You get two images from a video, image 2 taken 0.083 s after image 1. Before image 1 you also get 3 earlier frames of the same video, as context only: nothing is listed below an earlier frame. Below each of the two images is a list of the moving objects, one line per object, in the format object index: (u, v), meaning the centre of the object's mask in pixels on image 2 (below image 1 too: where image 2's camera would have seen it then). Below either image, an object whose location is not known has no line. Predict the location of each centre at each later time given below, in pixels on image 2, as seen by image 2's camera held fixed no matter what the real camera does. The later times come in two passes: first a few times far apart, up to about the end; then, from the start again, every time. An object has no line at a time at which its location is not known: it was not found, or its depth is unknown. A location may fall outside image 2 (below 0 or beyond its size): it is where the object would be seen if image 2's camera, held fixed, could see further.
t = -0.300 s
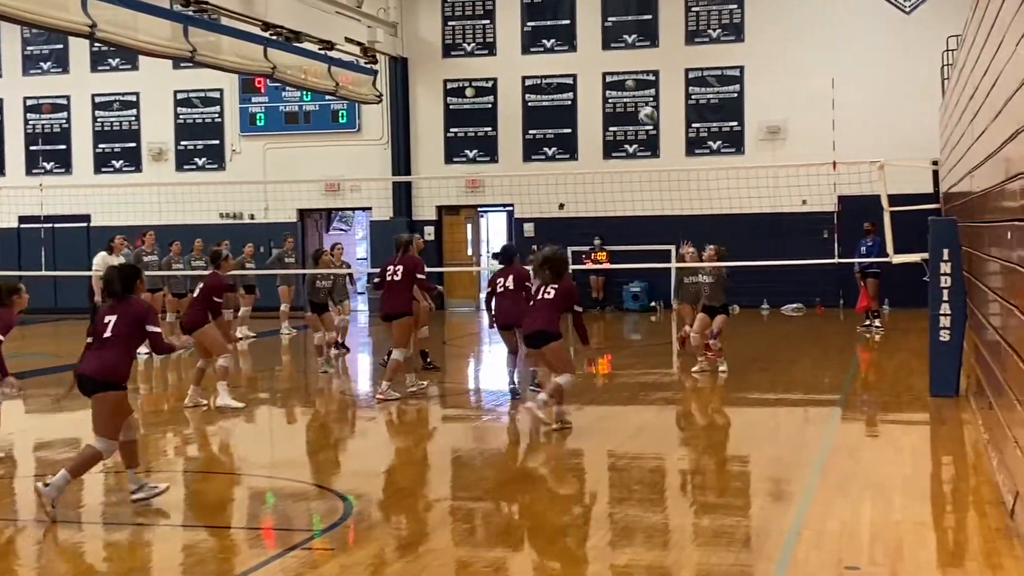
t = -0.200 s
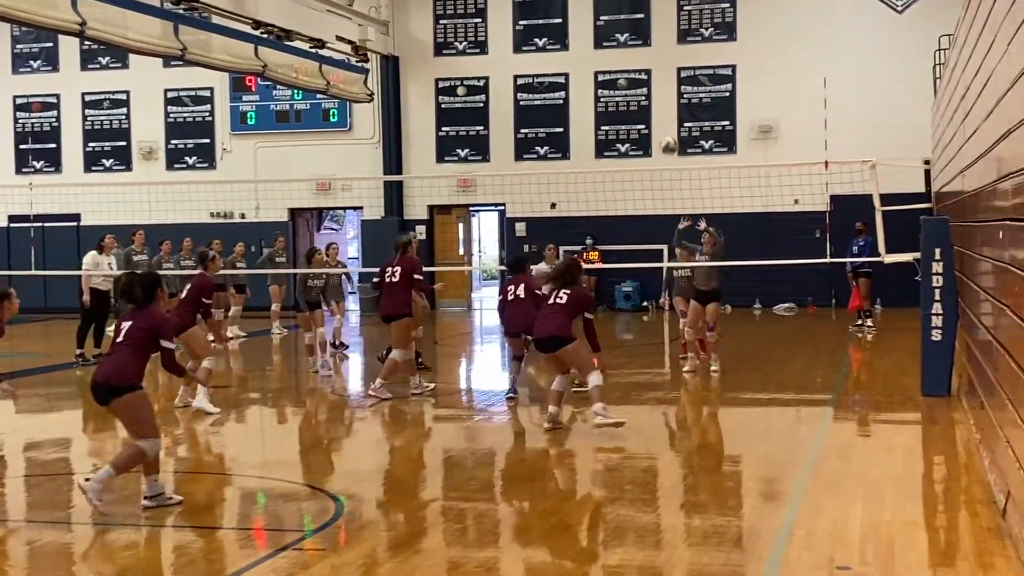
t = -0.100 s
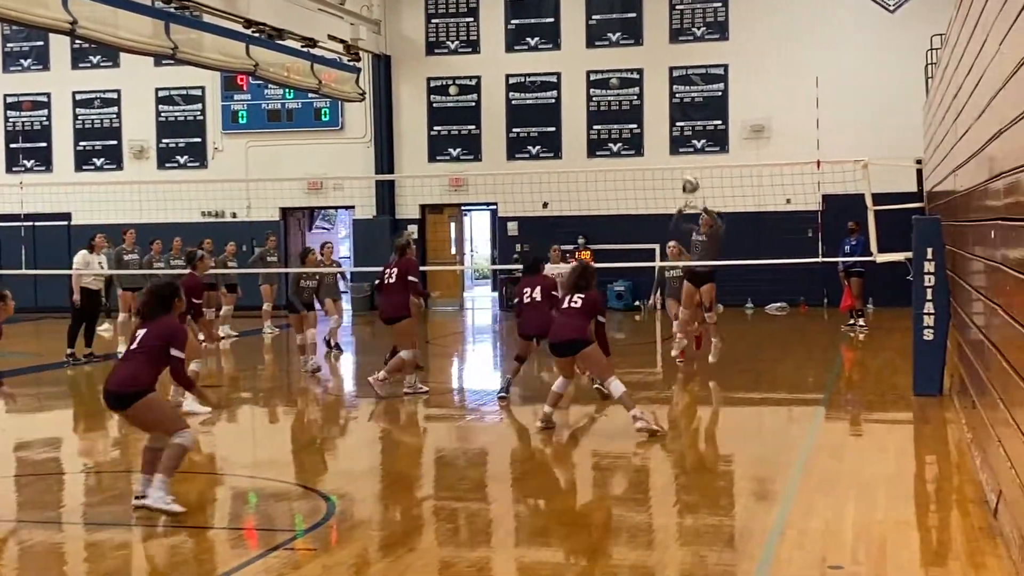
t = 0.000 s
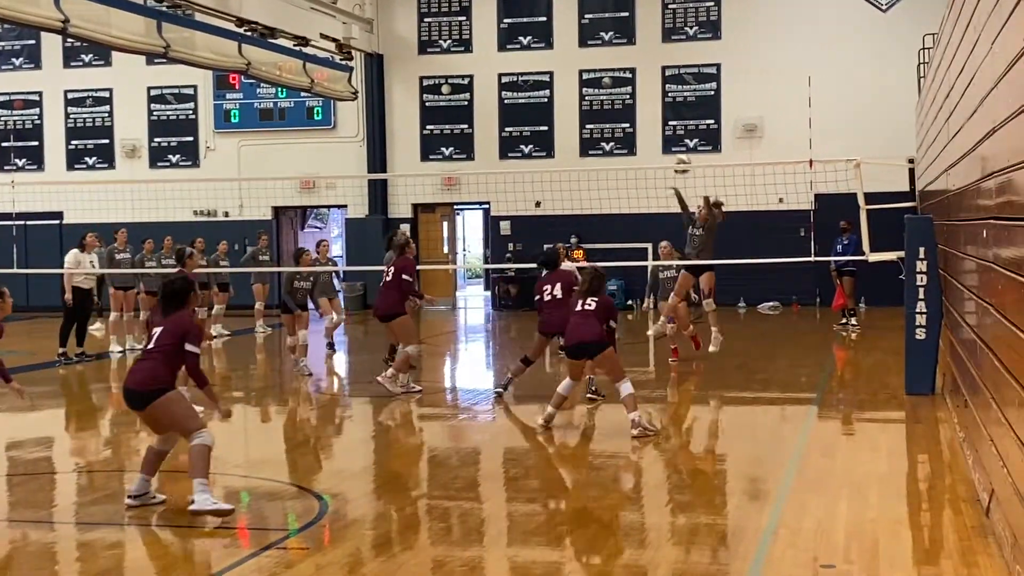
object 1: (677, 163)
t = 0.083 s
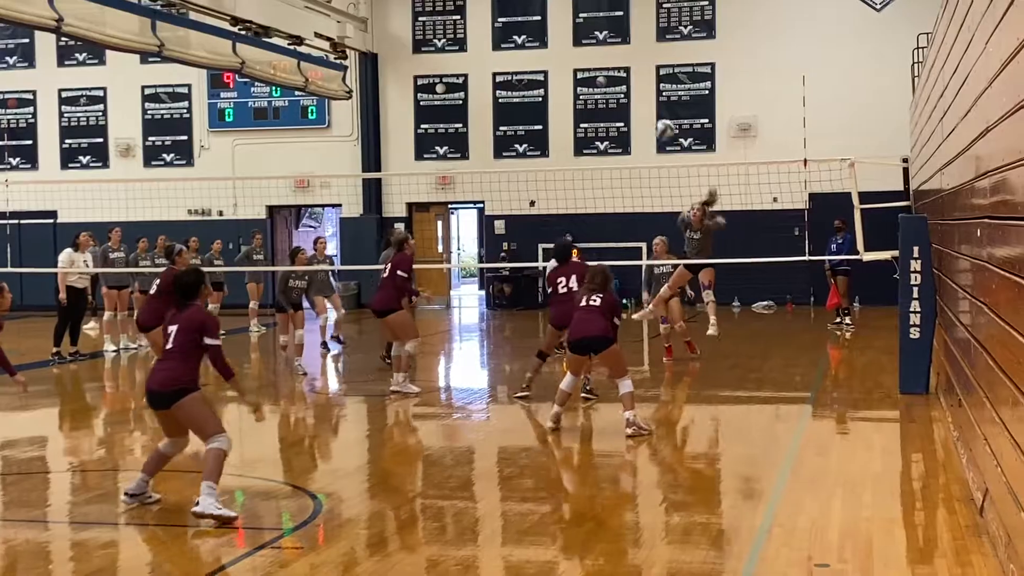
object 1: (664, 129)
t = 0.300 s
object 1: (633, 62)
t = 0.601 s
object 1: (588, 38)
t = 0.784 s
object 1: (556, 83)
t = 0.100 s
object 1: (663, 124)
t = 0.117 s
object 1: (660, 118)
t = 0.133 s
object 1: (658, 112)
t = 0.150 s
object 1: (656, 106)
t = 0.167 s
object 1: (653, 100)
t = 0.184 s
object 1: (651, 95)
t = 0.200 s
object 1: (648, 89)
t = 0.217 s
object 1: (646, 85)
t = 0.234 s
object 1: (644, 80)
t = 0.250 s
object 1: (642, 75)
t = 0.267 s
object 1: (639, 71)
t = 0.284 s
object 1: (636, 66)
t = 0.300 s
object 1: (633, 62)
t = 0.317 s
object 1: (632, 59)
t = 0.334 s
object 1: (629, 56)
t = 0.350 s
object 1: (627, 52)
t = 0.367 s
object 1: (625, 49)
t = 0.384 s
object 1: (622, 46)
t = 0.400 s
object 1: (619, 44)
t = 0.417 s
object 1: (617, 42)
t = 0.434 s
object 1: (615, 40)
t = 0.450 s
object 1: (612, 38)
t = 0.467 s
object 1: (610, 37)
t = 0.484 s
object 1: (607, 36)
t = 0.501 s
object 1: (604, 35)
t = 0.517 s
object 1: (602, 35)
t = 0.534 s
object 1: (599, 34)
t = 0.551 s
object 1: (597, 35)
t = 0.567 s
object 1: (593, 35)
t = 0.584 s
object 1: (591, 37)
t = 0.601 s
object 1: (588, 38)
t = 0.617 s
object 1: (586, 40)
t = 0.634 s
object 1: (583, 42)
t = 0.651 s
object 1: (580, 45)
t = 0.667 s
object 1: (577, 48)
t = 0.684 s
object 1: (574, 52)
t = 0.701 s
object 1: (571, 56)
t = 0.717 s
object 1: (568, 60)
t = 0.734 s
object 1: (565, 65)
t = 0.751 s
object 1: (562, 71)
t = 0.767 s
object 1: (559, 77)
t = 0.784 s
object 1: (556, 83)
